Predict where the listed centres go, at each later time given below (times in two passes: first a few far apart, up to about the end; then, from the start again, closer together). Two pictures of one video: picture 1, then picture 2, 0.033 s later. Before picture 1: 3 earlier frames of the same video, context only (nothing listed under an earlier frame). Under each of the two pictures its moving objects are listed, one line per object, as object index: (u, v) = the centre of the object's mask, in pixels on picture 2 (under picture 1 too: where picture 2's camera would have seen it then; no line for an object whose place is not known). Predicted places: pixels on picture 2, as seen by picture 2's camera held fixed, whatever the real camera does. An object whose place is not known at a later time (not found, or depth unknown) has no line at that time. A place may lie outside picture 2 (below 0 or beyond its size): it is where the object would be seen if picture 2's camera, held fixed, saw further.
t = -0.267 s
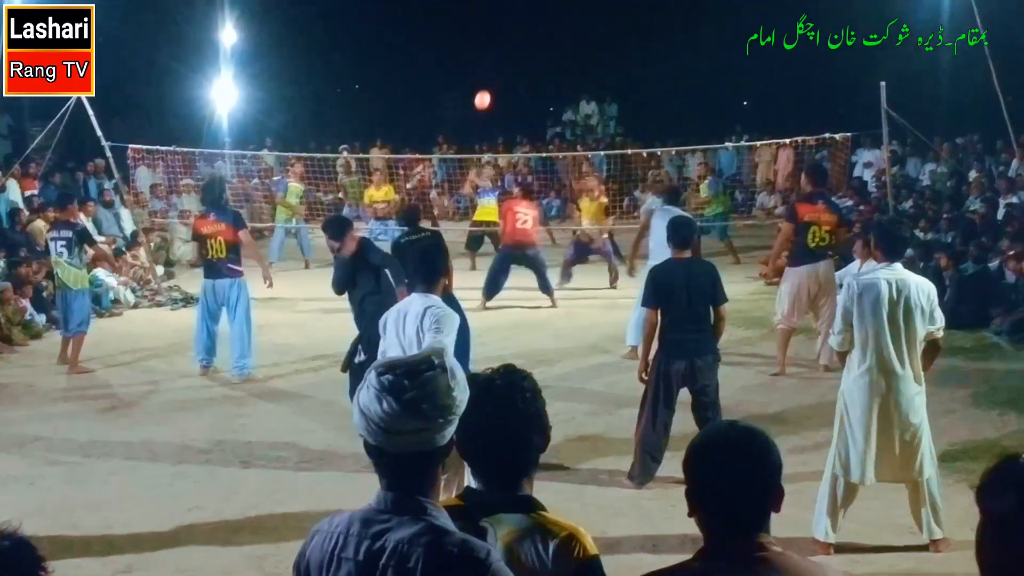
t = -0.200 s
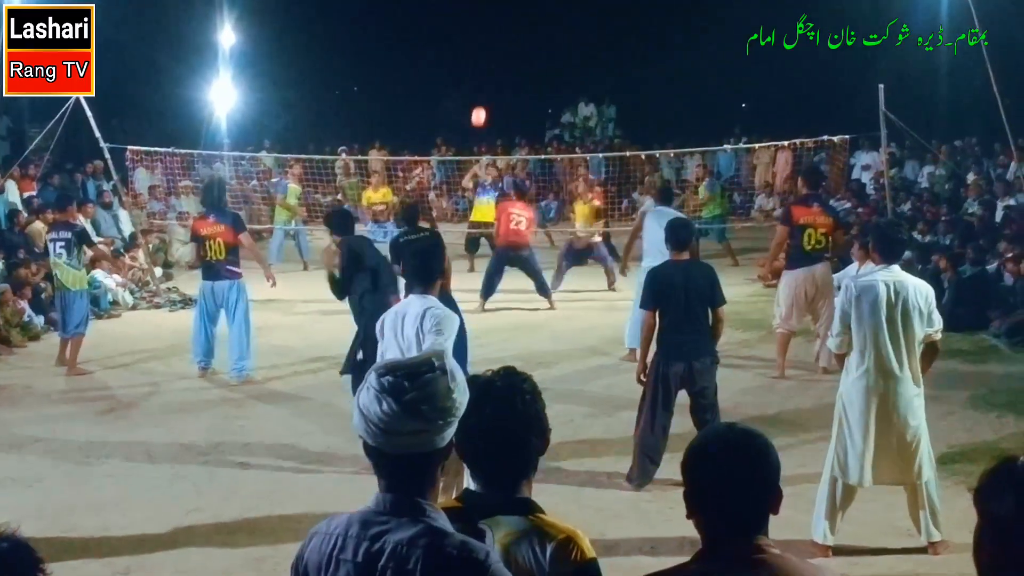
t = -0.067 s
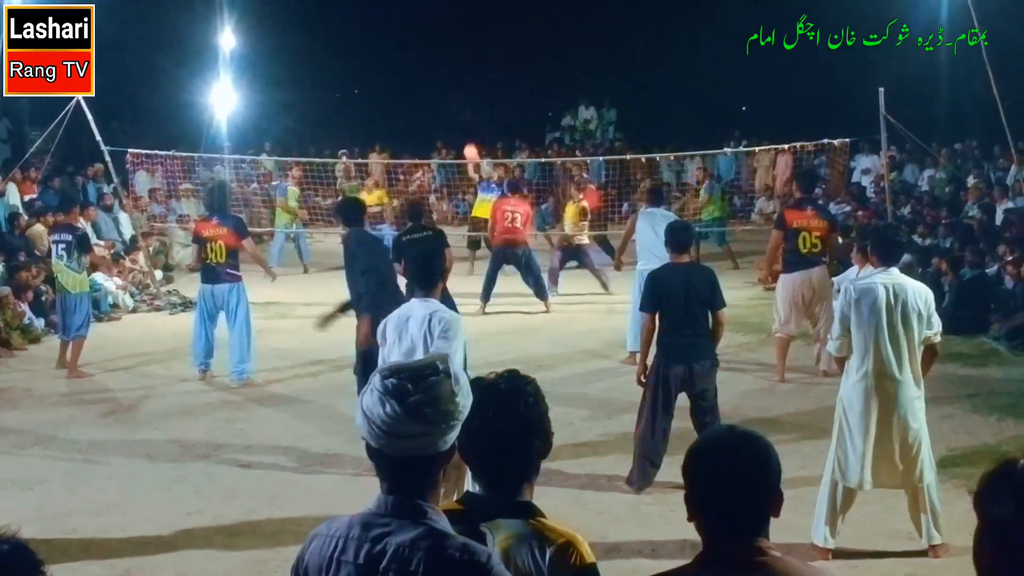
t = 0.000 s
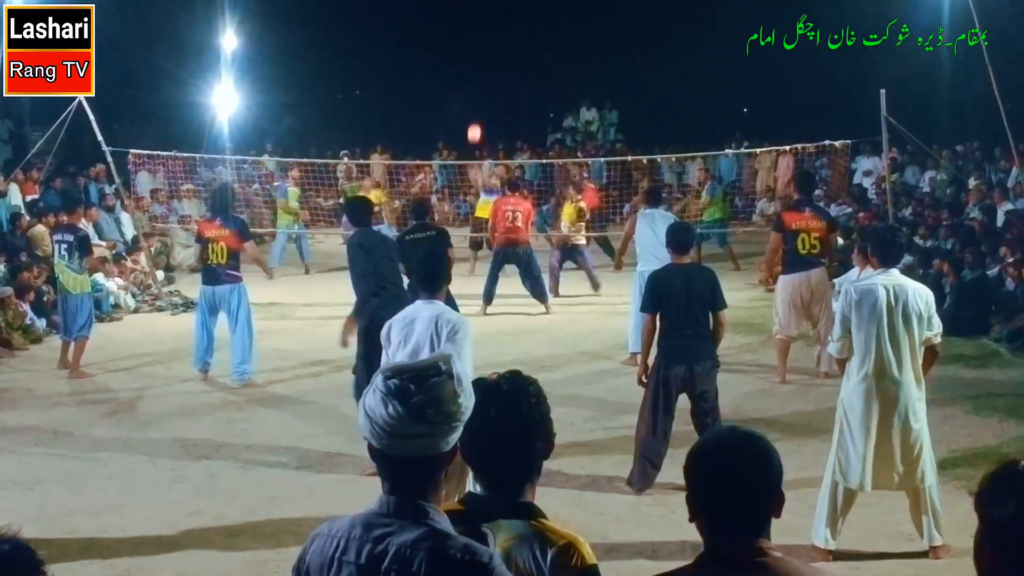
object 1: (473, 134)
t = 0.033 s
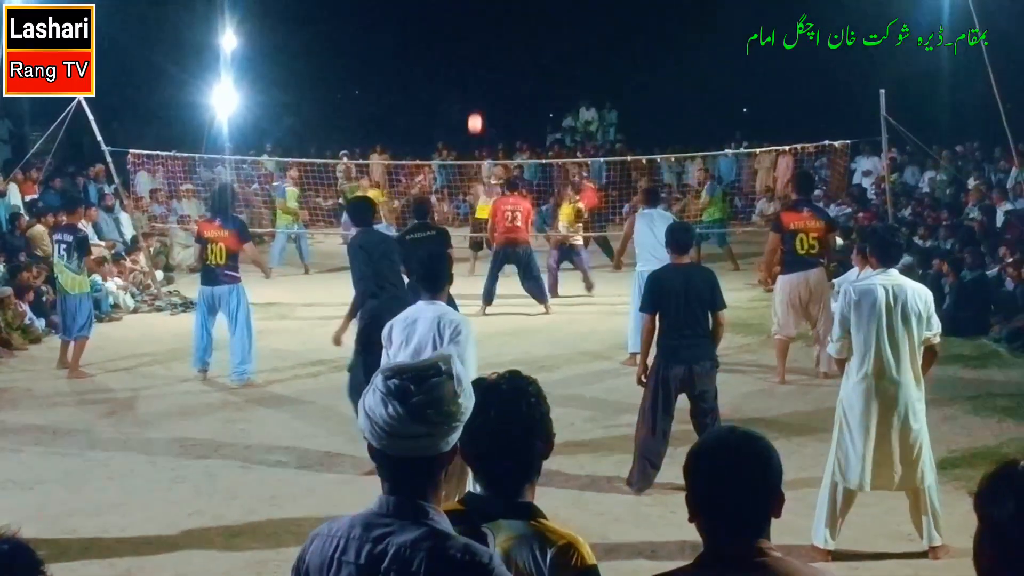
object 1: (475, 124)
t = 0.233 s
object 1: (470, 73)
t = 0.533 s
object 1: (445, 43)
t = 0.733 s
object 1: (419, 74)
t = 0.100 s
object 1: (475, 105)
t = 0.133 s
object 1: (475, 96)
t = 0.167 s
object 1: (474, 88)
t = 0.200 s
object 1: (472, 81)
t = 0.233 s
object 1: (470, 73)
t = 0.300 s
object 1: (465, 60)
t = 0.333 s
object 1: (464, 55)
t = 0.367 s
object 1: (461, 51)
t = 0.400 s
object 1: (459, 48)
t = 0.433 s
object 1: (456, 45)
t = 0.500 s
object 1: (449, 43)
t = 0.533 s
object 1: (445, 43)
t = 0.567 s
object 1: (441, 45)
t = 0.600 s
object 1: (437, 47)
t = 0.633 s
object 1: (432, 52)
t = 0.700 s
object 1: (424, 64)
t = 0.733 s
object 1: (419, 74)
